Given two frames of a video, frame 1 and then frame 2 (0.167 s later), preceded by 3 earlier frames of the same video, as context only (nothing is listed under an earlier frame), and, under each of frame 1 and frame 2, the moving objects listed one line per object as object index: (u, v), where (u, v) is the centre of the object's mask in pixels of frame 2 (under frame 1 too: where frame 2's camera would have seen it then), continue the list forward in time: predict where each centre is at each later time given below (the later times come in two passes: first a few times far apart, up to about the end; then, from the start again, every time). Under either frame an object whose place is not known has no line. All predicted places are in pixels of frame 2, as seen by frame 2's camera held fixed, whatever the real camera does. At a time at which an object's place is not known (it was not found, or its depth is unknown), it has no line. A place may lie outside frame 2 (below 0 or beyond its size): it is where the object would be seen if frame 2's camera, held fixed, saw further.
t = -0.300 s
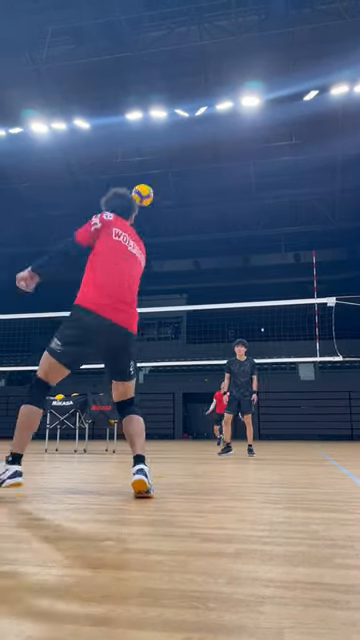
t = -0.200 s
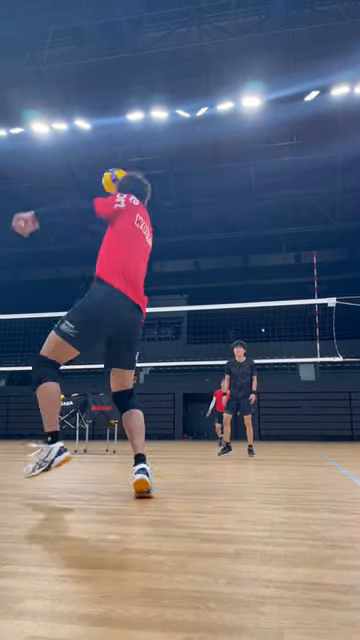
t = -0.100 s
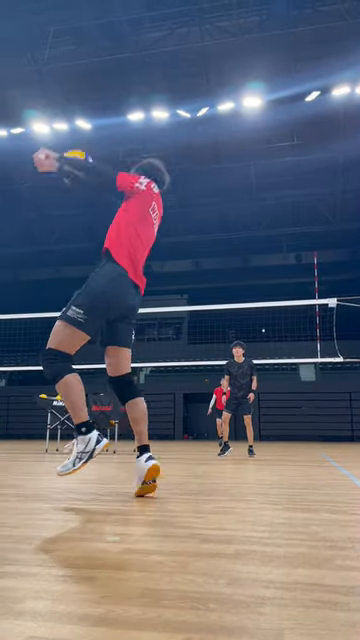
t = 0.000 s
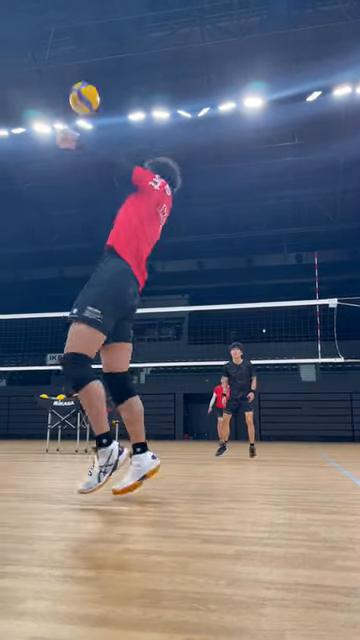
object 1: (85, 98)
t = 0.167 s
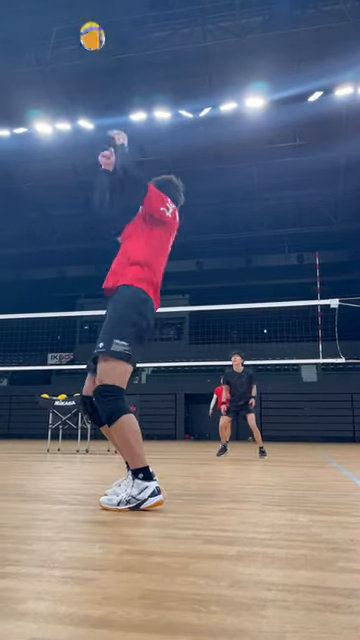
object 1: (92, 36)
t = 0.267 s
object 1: (94, 20)
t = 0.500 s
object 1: (95, 19)
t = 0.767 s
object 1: (94, 62)
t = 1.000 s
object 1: (91, 126)
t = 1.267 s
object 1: (85, 224)
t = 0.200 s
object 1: (93, 30)
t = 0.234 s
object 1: (93, 24)
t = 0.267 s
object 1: (94, 20)
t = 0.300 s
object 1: (94, 17)
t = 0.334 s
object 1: (95, 15)
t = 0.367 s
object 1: (95, 14)
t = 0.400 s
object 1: (95, 14)
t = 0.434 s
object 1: (95, 15)
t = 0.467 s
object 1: (95, 17)
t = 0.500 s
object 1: (95, 19)
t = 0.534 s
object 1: (95, 22)
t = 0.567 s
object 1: (95, 26)
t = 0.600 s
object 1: (95, 31)
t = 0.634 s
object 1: (95, 36)
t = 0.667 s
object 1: (94, 42)
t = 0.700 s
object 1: (94, 48)
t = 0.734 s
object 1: (94, 55)
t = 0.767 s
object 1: (94, 62)
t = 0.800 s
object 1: (93, 70)
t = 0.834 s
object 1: (93, 78)
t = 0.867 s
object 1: (92, 87)
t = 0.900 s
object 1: (92, 96)
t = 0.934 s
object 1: (91, 106)
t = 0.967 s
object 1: (91, 116)
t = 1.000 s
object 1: (91, 126)
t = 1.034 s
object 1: (91, 138)
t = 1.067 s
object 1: (89, 149)
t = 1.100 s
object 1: (88, 160)
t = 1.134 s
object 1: (88, 172)
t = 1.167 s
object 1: (87, 184)
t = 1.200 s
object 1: (87, 197)
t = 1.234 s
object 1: (86, 210)
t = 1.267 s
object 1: (85, 224)
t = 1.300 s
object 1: (84, 237)
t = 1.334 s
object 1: (83, 251)
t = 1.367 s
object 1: (83, 266)
